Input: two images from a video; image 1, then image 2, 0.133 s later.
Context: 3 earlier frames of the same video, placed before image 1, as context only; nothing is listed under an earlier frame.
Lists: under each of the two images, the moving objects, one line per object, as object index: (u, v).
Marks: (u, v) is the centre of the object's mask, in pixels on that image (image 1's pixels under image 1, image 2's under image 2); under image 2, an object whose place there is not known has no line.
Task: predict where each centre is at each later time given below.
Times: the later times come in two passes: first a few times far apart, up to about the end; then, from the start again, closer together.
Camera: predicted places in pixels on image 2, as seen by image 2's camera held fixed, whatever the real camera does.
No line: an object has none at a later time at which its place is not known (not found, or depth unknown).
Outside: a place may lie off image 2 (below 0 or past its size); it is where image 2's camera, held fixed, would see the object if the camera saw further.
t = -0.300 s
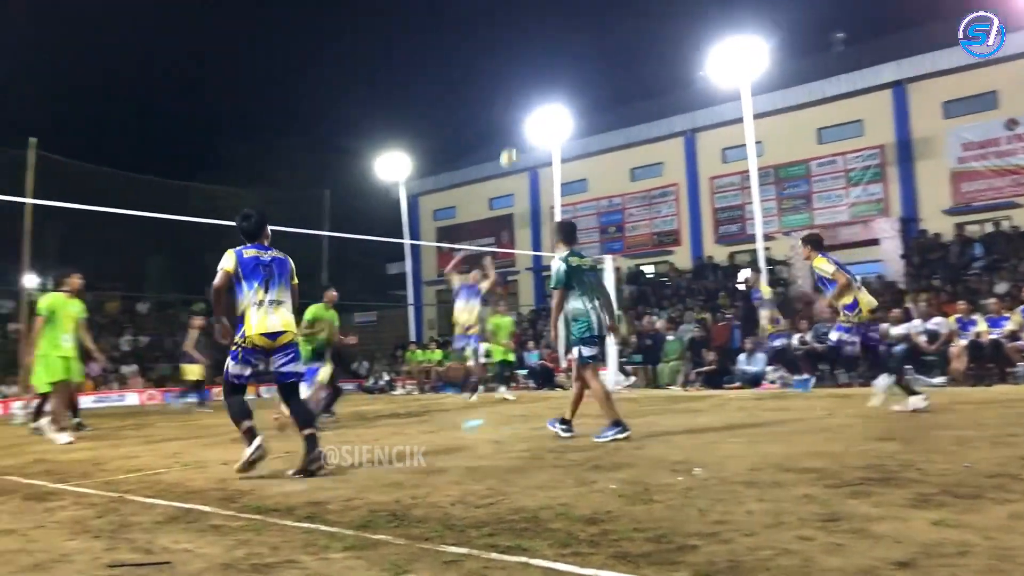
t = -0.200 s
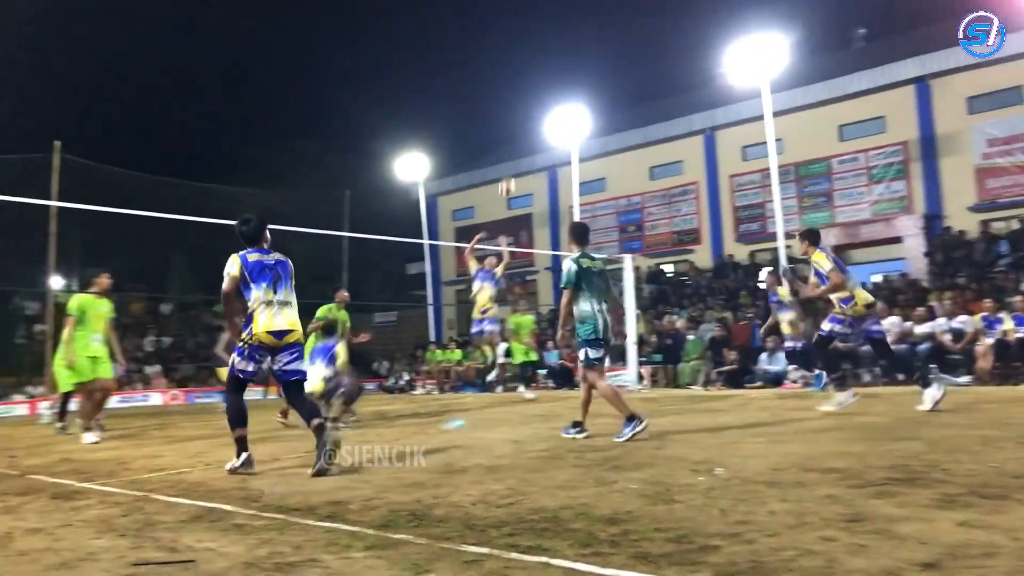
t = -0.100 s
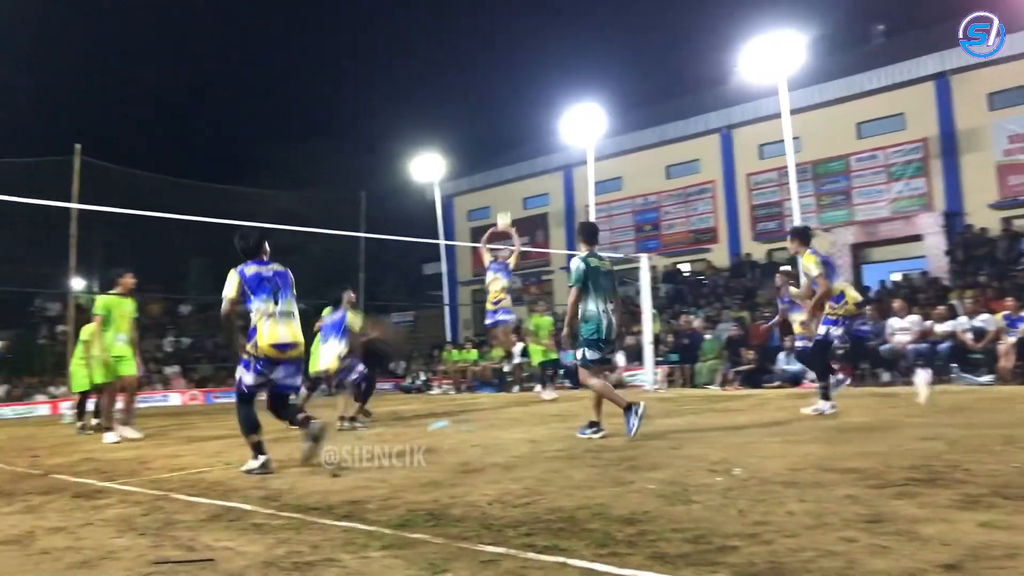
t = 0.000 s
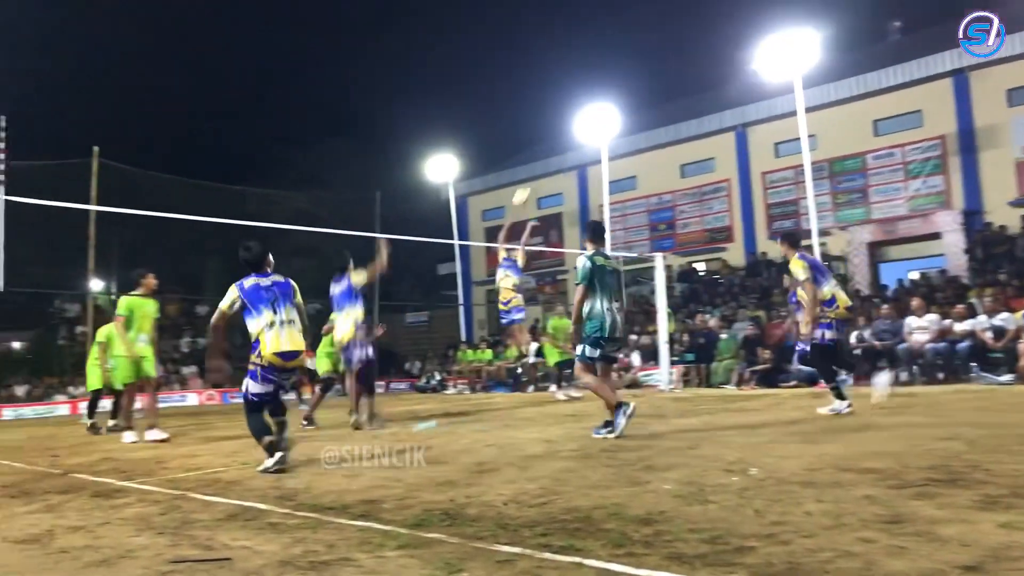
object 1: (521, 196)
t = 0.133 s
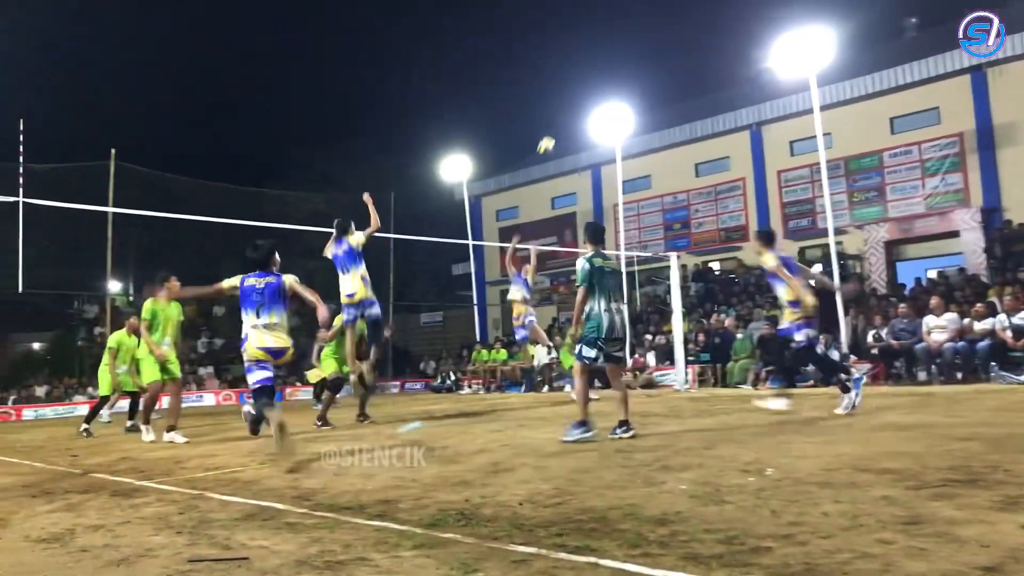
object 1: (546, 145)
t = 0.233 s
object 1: (550, 131)
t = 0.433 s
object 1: (562, 107)
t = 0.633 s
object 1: (576, 107)
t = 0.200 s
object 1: (548, 137)
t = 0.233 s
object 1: (550, 131)
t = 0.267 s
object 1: (552, 125)
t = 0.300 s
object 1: (554, 120)
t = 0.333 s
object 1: (556, 116)
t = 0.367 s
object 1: (558, 112)
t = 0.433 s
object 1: (562, 107)
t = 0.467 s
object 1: (564, 105)
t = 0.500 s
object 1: (567, 104)
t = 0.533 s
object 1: (569, 104)
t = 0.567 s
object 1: (571, 104)
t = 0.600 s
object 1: (574, 105)
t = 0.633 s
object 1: (576, 107)
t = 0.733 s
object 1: (582, 117)
